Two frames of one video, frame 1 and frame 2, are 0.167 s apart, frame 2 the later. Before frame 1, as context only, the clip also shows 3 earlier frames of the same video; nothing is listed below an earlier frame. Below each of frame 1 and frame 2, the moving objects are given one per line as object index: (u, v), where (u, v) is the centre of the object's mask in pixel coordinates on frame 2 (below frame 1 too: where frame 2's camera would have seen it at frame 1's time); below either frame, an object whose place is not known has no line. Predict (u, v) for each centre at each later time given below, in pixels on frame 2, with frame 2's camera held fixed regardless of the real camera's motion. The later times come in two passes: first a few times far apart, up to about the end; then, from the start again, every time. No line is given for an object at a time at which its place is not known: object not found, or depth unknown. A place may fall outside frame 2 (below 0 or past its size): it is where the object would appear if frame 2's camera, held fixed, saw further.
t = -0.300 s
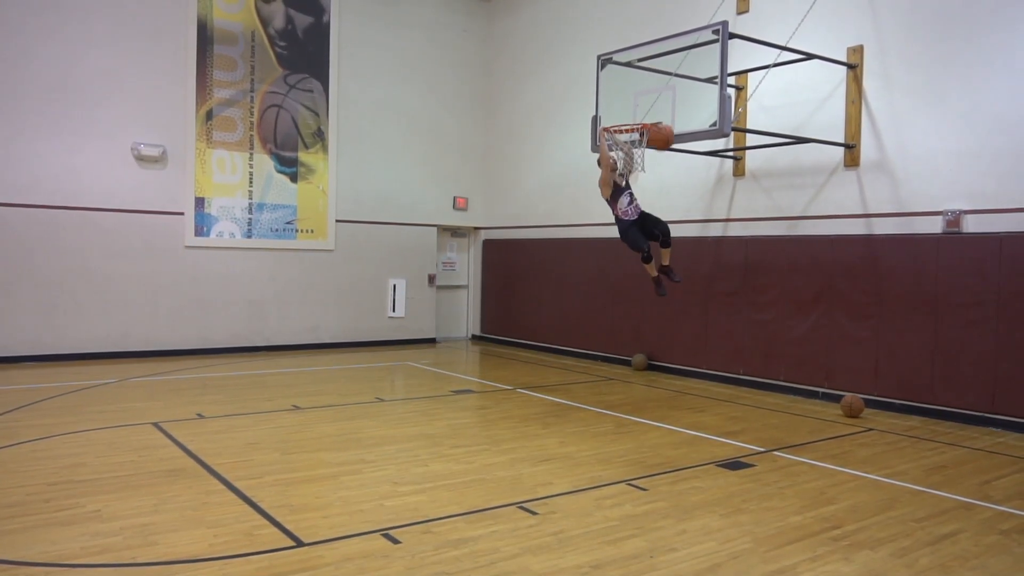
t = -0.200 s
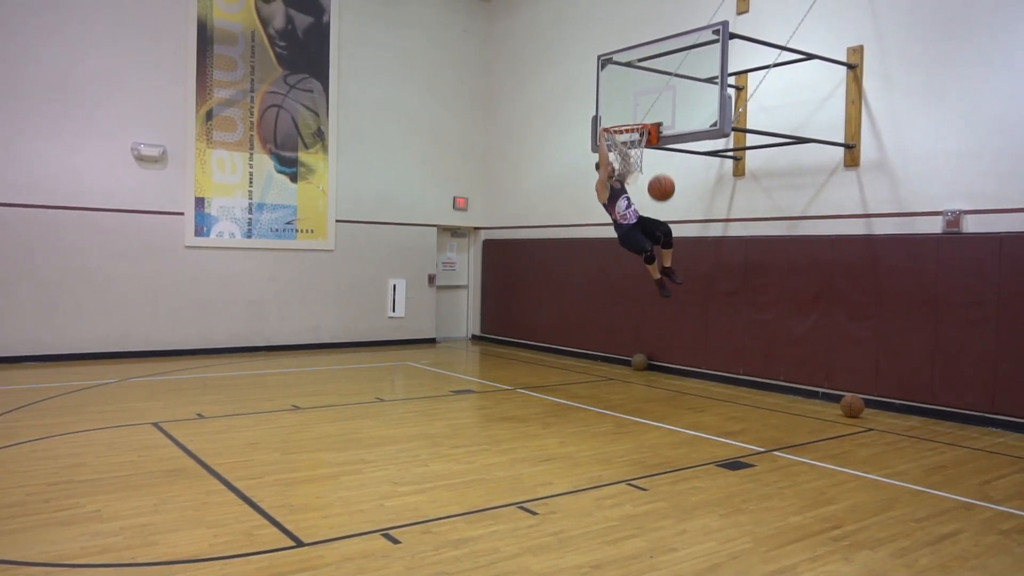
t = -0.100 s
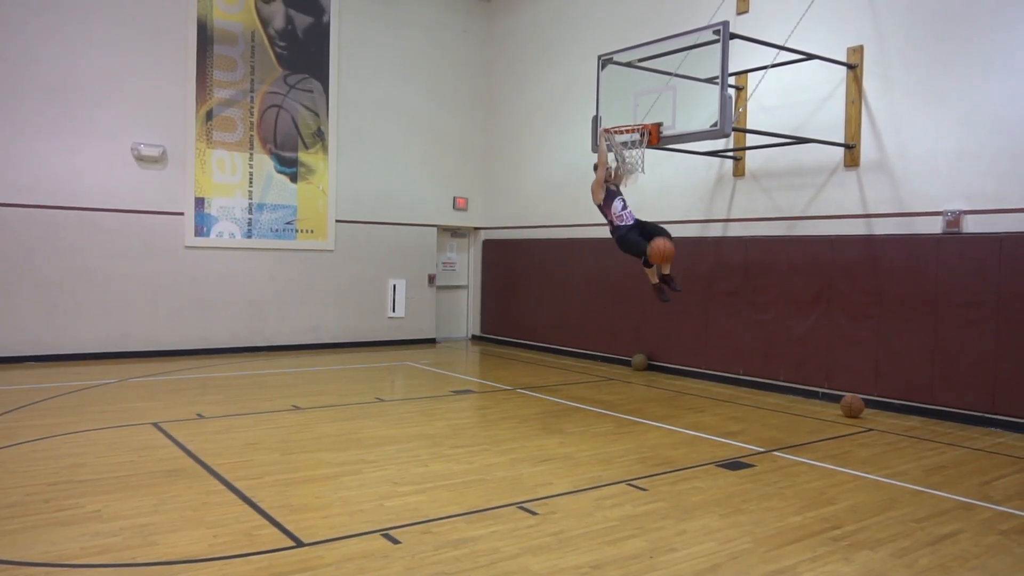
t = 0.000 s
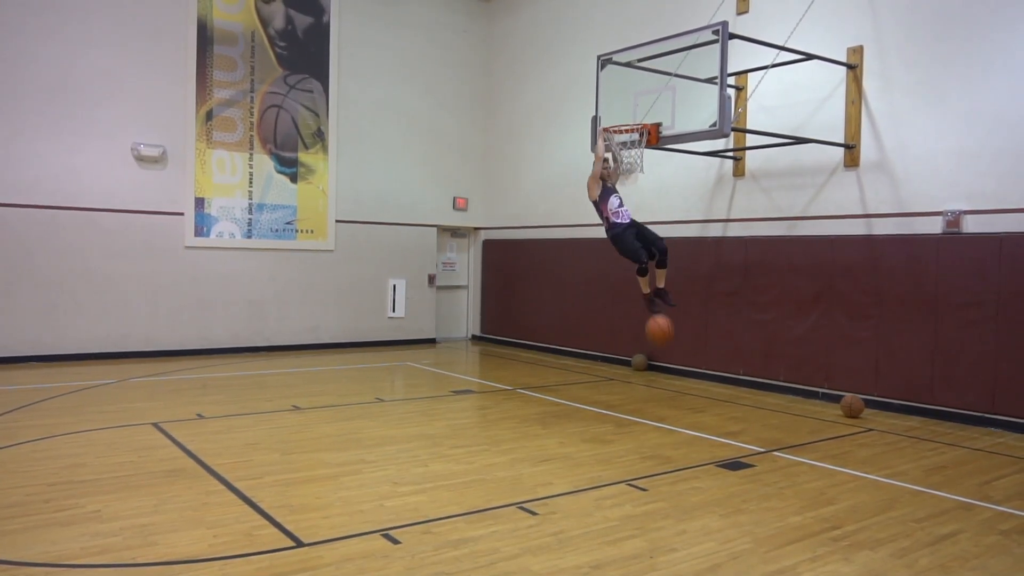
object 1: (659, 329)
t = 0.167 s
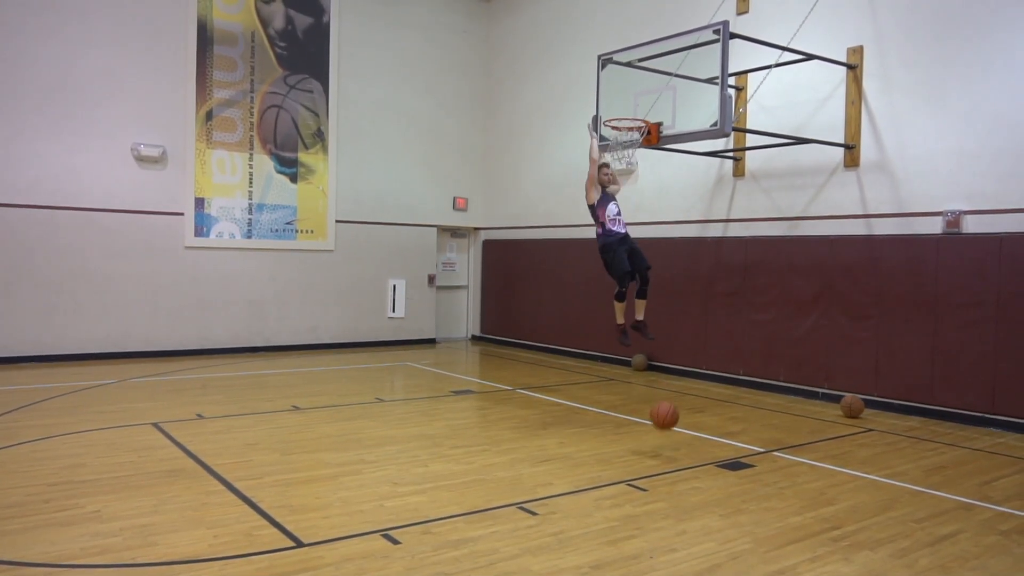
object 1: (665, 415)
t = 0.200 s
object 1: (670, 395)
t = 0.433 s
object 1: (709, 286)
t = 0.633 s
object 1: (741, 242)
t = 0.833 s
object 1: (774, 247)
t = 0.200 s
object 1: (670, 395)
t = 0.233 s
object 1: (675, 375)
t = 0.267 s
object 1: (681, 358)
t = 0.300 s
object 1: (687, 341)
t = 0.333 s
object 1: (692, 325)
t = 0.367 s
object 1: (697, 312)
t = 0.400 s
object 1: (703, 298)
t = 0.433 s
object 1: (709, 286)
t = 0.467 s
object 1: (714, 276)
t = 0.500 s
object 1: (719, 266)
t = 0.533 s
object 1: (725, 258)
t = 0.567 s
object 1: (730, 251)
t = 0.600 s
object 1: (736, 246)
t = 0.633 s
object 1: (741, 242)
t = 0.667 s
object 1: (747, 240)
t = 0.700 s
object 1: (753, 238)
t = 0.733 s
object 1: (758, 238)
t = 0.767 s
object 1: (764, 239)
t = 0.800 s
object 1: (769, 242)
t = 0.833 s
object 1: (774, 247)
